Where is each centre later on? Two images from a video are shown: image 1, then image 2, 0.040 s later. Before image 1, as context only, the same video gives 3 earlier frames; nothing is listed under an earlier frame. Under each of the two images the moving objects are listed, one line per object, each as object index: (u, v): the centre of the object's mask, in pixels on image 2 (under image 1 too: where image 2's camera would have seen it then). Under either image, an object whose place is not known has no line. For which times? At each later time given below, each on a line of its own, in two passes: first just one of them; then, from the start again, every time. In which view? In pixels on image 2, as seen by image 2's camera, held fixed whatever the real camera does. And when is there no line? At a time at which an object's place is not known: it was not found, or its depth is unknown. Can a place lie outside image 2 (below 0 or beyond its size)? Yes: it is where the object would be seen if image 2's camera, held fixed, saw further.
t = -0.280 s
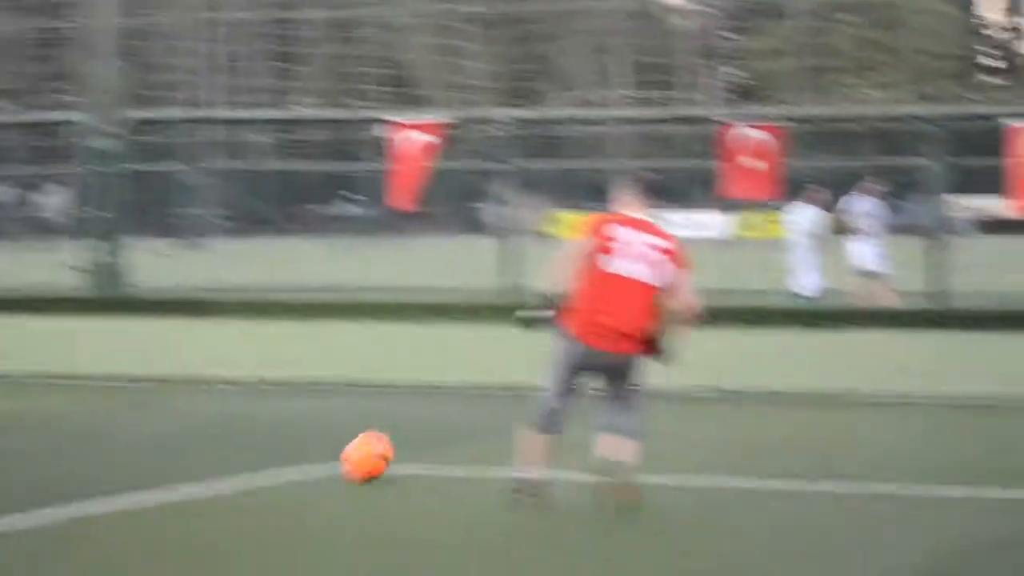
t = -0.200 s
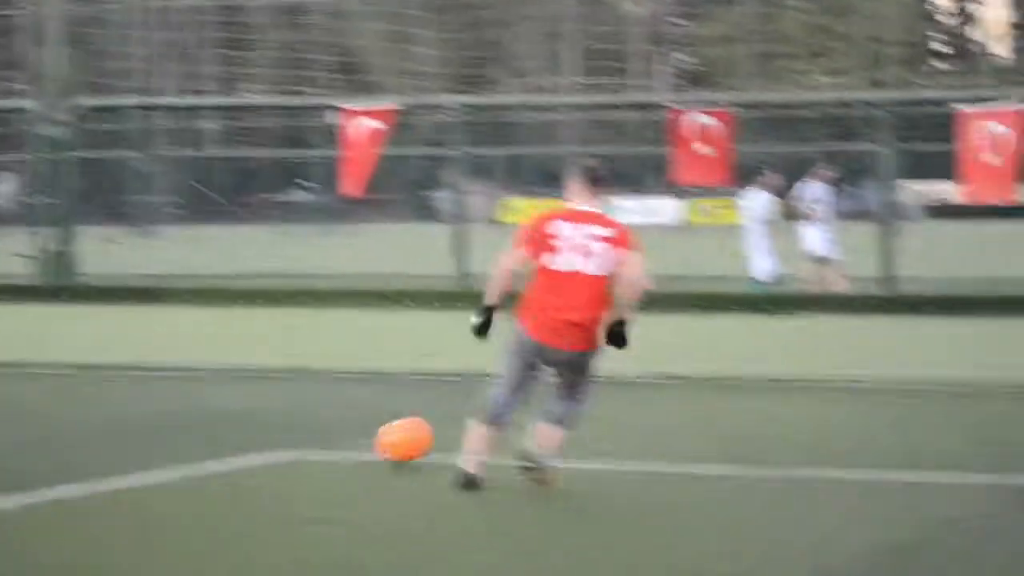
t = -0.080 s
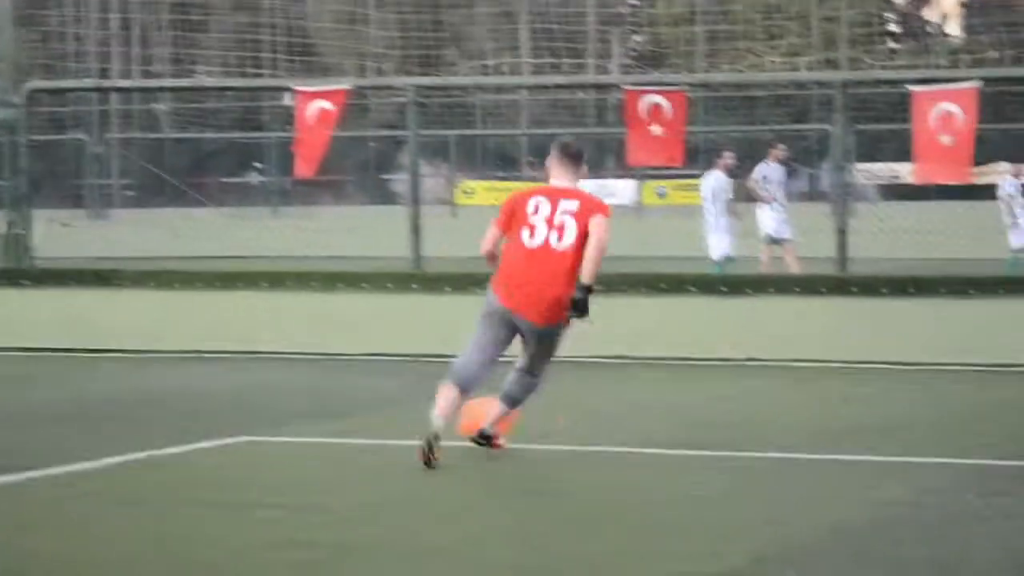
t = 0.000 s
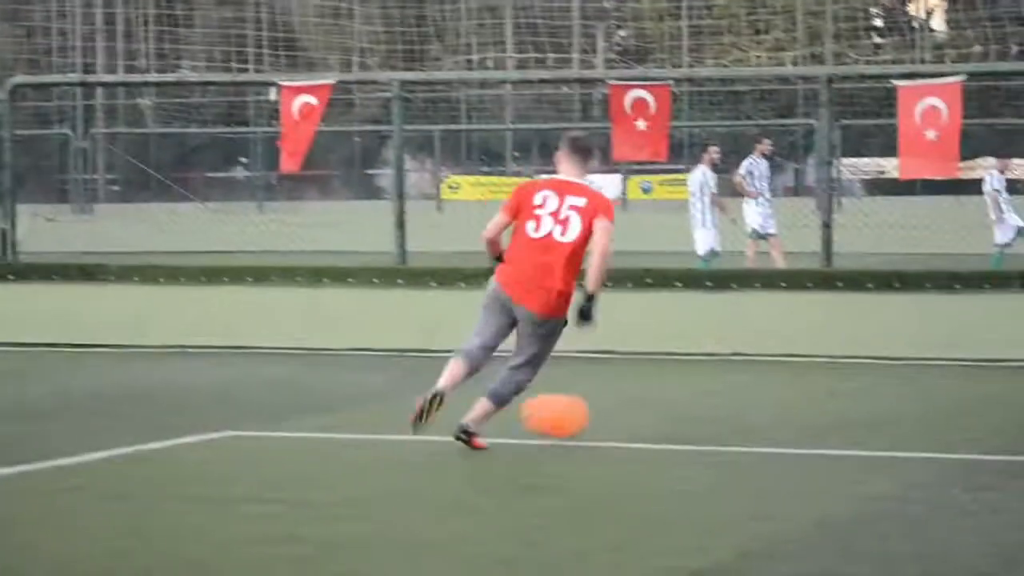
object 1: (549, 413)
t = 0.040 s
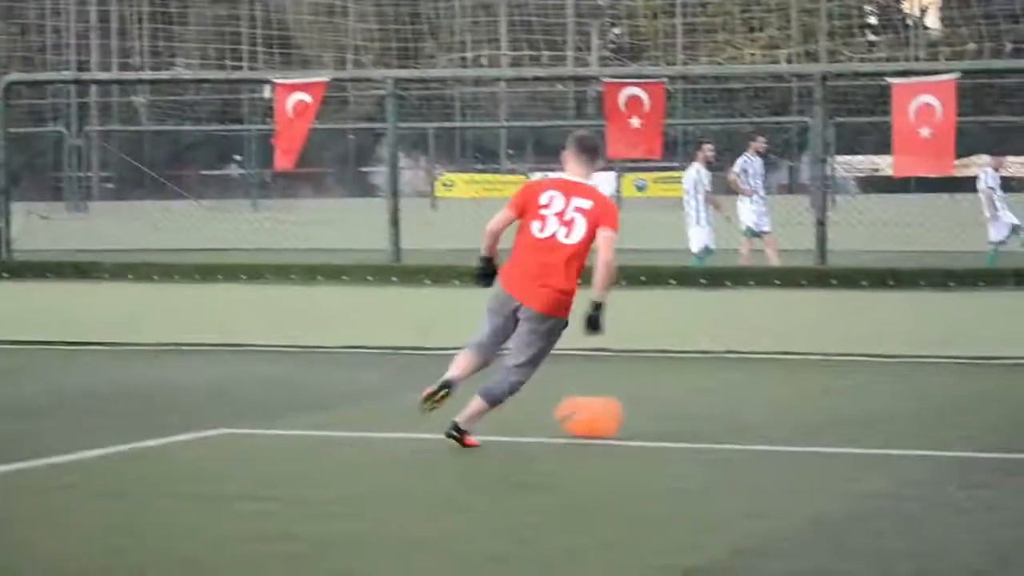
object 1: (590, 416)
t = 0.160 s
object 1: (707, 418)
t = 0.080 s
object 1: (631, 416)
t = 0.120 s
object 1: (669, 415)
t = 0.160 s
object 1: (707, 418)
